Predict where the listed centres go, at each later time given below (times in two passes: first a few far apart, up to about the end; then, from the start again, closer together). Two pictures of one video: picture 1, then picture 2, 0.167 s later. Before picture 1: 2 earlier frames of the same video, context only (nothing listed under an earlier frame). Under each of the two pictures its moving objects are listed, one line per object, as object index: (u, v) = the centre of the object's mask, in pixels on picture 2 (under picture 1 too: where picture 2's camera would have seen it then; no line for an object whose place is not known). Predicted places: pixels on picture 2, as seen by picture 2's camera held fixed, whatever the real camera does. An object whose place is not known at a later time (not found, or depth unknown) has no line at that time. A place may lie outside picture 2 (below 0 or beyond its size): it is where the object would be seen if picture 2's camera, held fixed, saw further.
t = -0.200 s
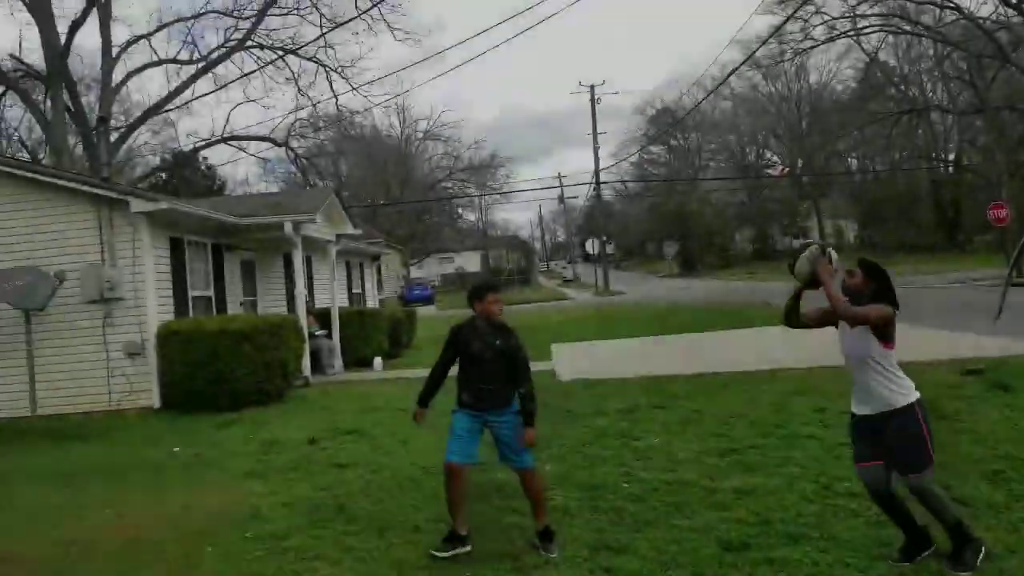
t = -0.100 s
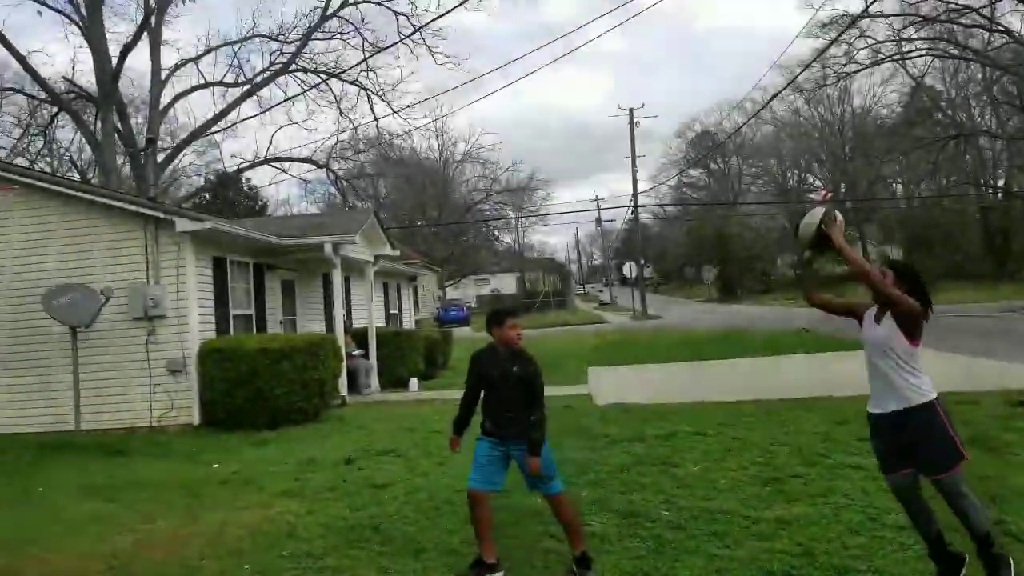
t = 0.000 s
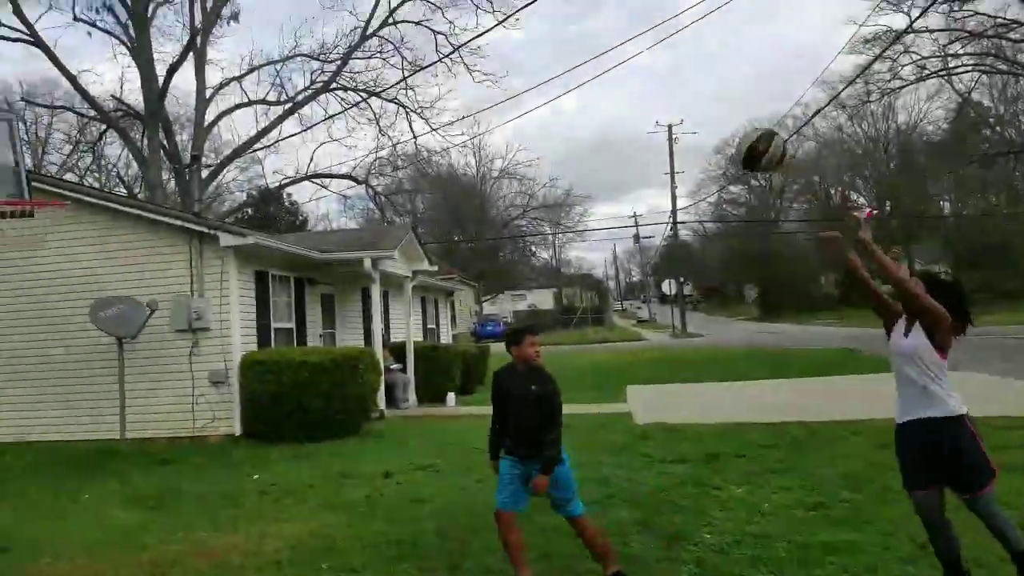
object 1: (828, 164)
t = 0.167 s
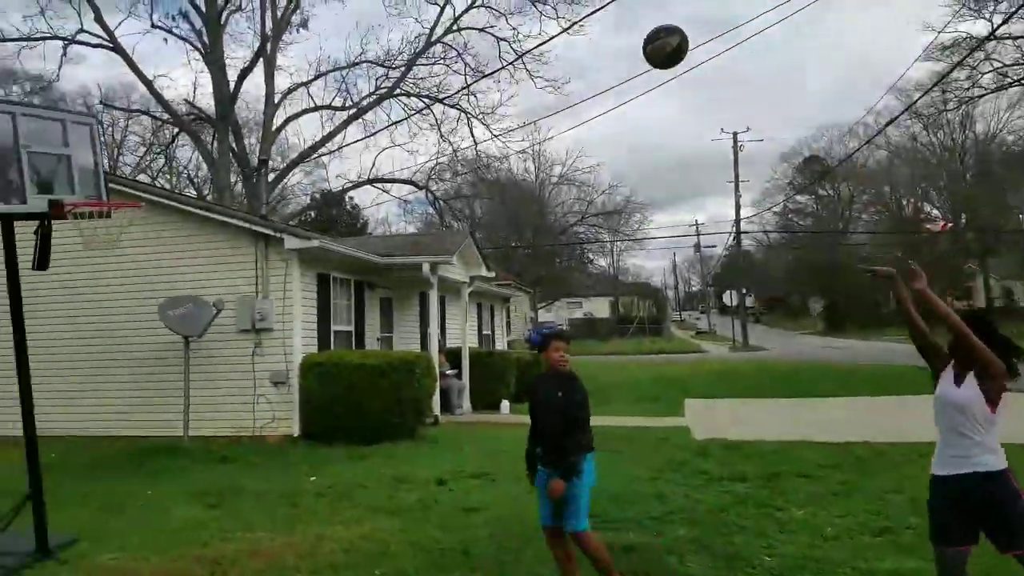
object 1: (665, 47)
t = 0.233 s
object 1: (600, 19)
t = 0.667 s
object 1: (276, 21)
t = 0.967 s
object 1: (87, 181)
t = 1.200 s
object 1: (99, 150)
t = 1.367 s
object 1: (119, 164)
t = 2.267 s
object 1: (107, 253)
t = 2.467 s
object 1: (122, 332)
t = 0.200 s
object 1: (633, 29)
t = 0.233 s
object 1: (600, 19)
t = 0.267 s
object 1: (573, 8)
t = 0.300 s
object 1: (546, 1)
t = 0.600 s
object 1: (321, 1)
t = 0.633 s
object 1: (298, 10)
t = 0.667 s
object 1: (276, 21)
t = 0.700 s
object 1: (253, 32)
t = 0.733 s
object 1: (234, 46)
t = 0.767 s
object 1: (210, 62)
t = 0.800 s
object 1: (190, 78)
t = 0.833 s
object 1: (171, 95)
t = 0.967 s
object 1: (87, 181)
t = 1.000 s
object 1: (77, 184)
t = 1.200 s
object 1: (99, 150)
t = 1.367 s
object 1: (119, 164)
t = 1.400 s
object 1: (123, 169)
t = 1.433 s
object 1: (130, 182)
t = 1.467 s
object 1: (130, 191)
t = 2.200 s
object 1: (101, 239)
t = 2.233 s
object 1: (103, 246)
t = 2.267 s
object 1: (107, 253)
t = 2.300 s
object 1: (109, 263)
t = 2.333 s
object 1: (112, 274)
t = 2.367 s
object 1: (116, 287)
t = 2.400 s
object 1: (118, 302)
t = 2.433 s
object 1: (119, 316)
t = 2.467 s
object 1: (122, 332)
